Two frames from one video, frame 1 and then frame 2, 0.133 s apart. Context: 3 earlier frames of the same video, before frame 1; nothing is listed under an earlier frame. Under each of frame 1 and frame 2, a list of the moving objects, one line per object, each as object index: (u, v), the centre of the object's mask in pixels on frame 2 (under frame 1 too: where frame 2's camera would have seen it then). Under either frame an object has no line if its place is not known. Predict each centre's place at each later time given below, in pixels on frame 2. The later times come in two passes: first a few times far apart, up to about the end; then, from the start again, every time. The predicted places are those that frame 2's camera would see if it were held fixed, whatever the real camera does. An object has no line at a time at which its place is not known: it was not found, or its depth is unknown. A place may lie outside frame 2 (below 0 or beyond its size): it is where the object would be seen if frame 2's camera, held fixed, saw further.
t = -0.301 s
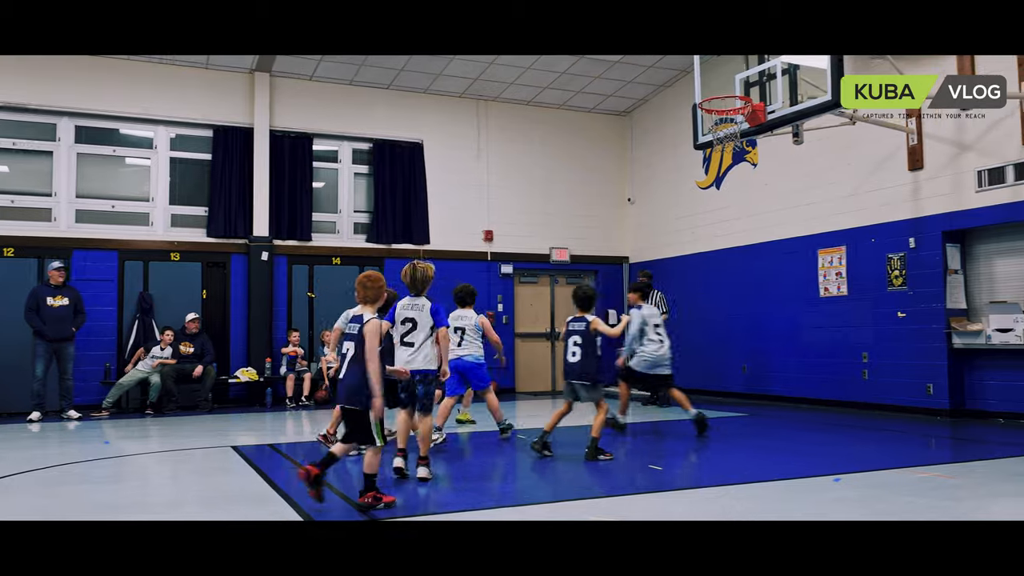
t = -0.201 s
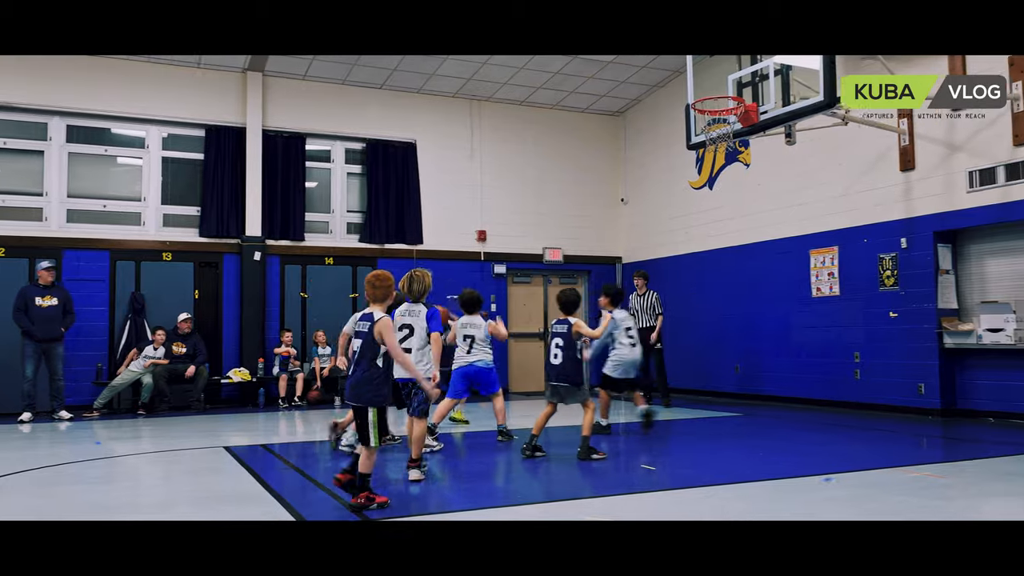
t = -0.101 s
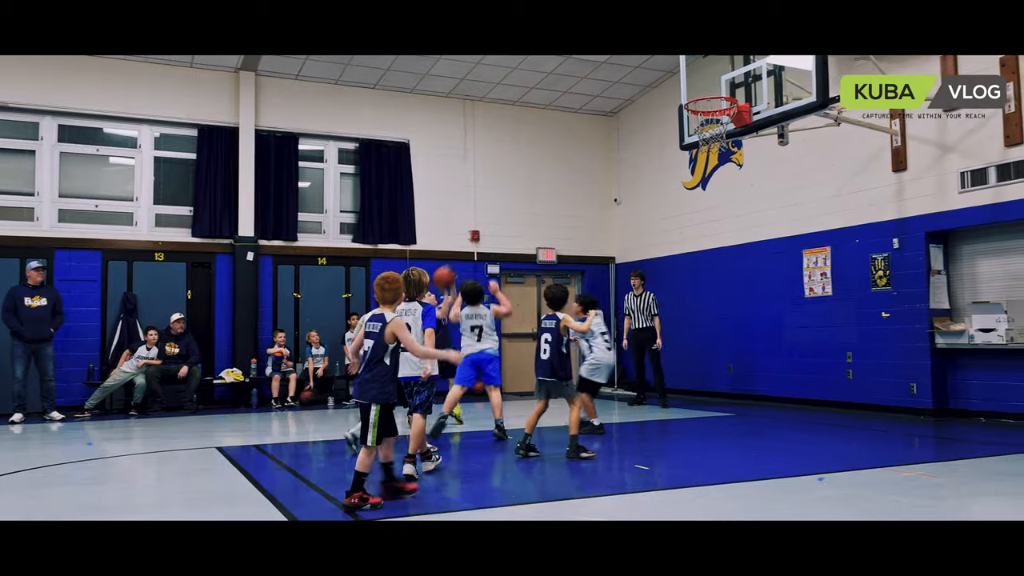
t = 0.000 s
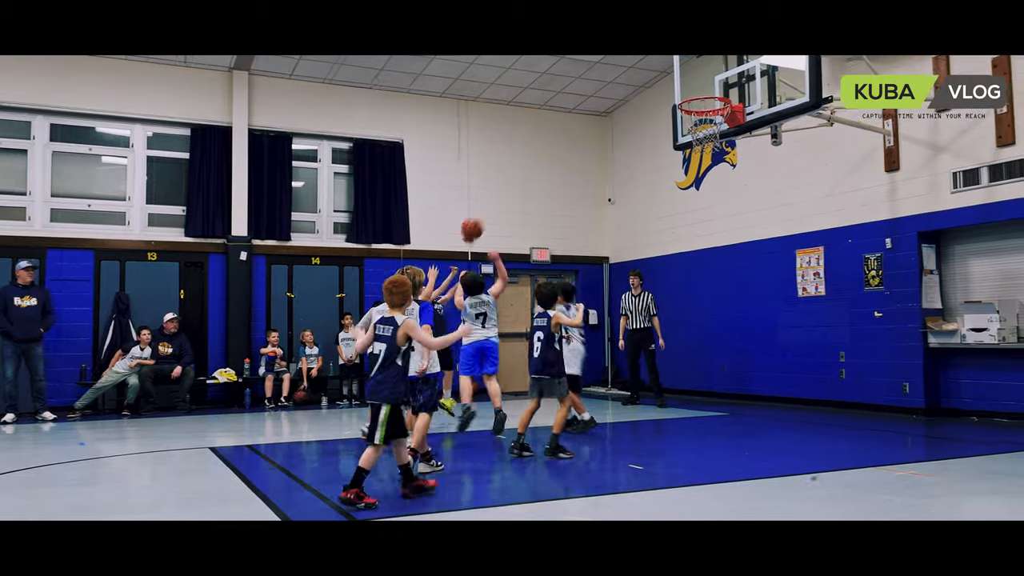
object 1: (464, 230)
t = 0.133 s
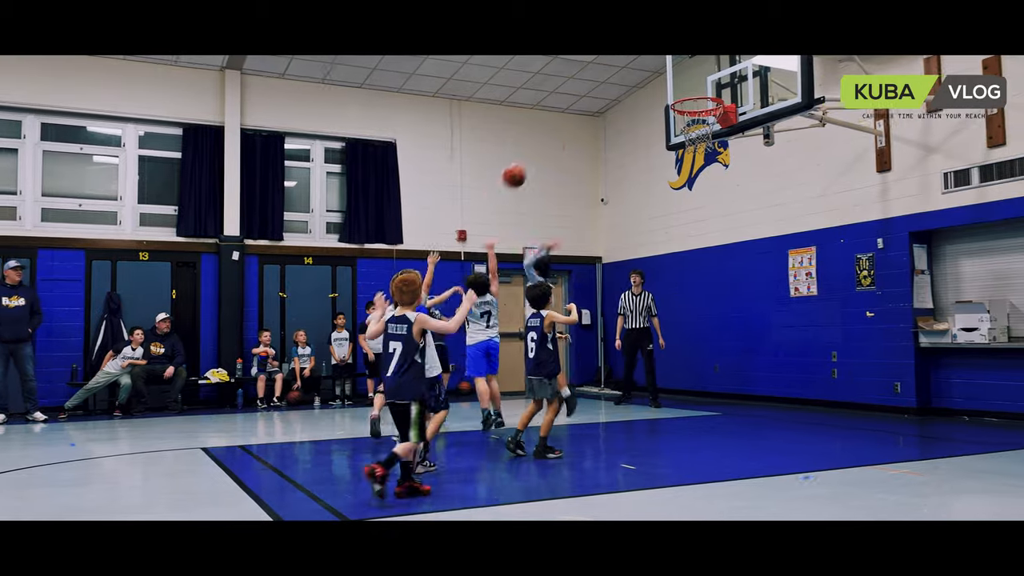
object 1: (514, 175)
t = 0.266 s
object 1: (563, 140)
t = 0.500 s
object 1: (654, 116)
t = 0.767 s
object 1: (684, 136)
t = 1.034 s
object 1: (652, 206)
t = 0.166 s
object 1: (526, 165)
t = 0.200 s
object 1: (539, 155)
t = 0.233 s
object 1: (551, 147)
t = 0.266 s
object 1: (563, 140)
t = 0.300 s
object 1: (577, 133)
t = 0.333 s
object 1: (589, 127)
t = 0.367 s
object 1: (601, 123)
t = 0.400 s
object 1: (614, 120)
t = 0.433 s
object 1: (628, 117)
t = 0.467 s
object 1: (641, 116)
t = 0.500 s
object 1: (654, 116)
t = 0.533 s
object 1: (665, 117)
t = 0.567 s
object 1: (678, 121)
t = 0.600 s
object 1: (694, 123)
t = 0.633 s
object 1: (698, 124)
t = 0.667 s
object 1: (696, 125)
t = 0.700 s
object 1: (694, 128)
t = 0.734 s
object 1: (688, 131)
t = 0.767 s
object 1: (684, 136)
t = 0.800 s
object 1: (678, 143)
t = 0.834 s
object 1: (676, 148)
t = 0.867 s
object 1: (672, 155)
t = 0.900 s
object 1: (668, 163)
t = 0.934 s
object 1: (664, 172)
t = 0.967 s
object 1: (660, 183)
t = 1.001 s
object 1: (656, 194)
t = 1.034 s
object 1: (652, 206)
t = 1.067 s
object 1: (649, 219)
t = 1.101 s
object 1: (645, 234)
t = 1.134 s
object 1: (641, 248)
